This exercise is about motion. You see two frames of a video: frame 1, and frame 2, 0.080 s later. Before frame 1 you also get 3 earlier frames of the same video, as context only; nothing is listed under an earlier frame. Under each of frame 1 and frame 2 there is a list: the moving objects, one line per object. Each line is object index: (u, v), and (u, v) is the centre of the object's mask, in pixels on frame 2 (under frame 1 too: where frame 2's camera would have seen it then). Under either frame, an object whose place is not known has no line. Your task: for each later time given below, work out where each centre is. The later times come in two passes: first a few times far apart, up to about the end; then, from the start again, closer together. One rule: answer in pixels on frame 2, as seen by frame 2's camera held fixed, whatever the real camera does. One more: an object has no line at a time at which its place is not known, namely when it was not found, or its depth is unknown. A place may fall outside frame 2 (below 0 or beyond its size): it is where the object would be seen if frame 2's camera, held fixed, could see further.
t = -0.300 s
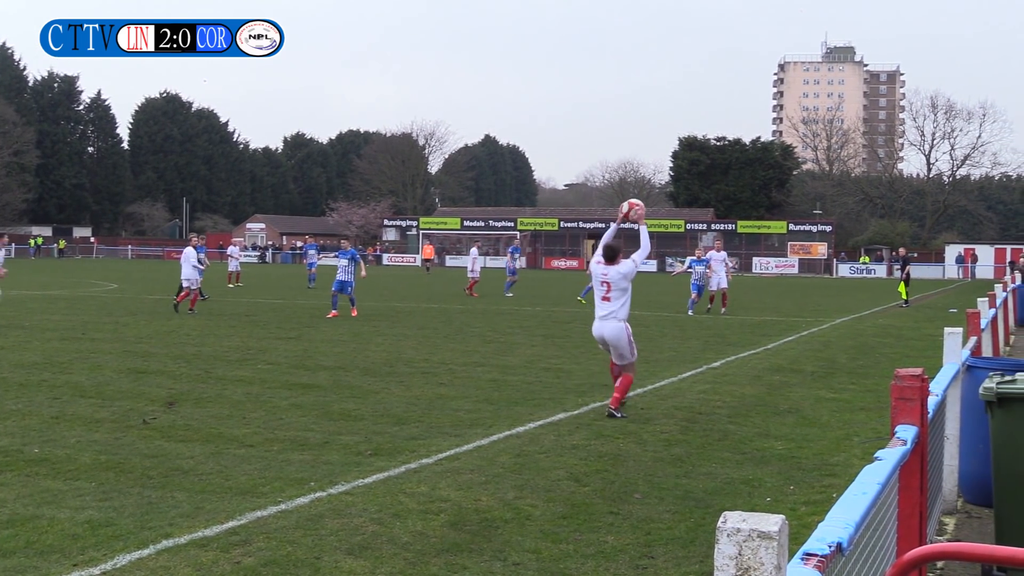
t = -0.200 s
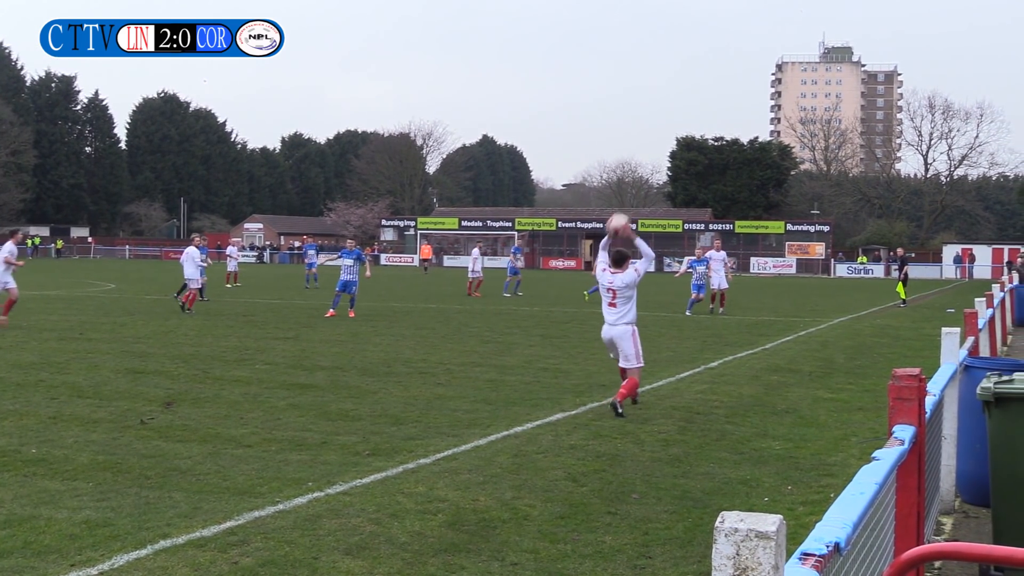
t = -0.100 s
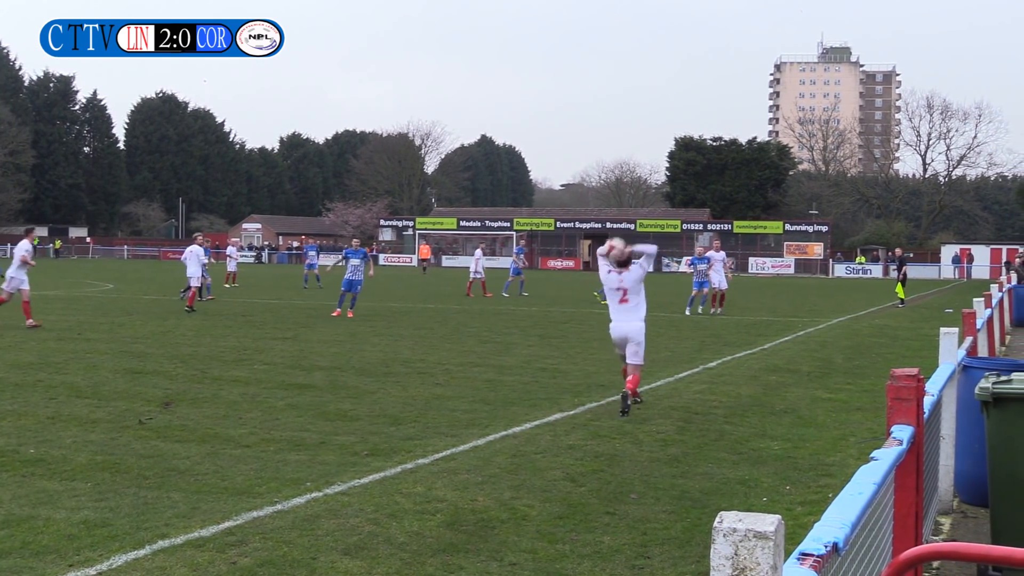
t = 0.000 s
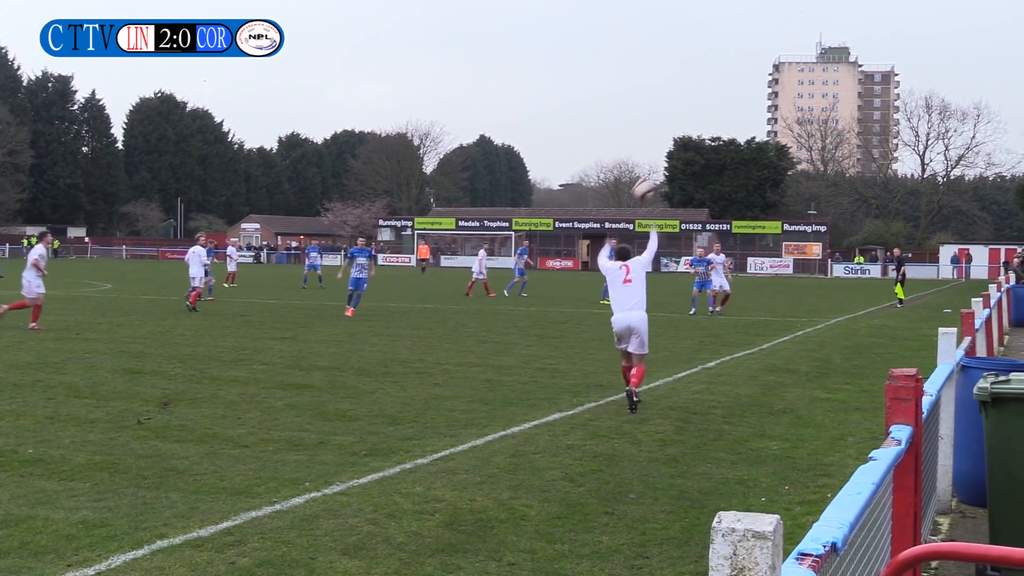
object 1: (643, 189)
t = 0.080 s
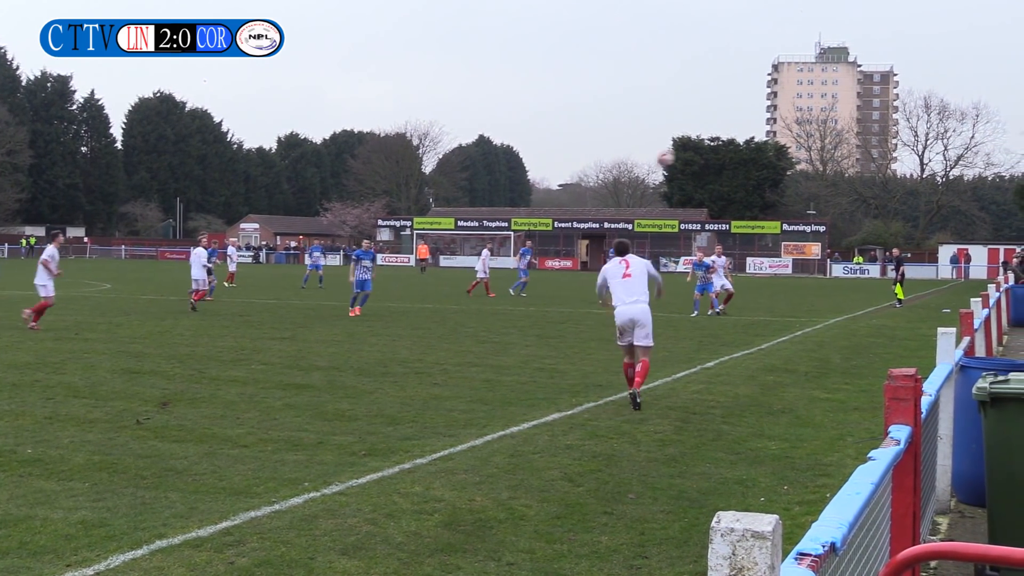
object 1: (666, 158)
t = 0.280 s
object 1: (699, 118)
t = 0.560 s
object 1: (716, 112)
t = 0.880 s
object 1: (716, 142)
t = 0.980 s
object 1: (714, 159)
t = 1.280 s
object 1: (702, 218)
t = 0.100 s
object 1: (670, 152)
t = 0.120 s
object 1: (675, 146)
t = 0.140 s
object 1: (678, 141)
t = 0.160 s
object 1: (681, 137)
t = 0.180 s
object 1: (684, 133)
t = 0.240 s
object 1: (694, 123)
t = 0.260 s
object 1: (696, 120)
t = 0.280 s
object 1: (699, 118)
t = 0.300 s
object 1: (701, 115)
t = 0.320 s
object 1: (703, 114)
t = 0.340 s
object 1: (705, 112)
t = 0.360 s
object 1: (707, 111)
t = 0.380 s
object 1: (708, 110)
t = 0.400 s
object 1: (709, 109)
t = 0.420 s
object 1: (711, 109)
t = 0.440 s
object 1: (712, 109)
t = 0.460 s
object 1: (713, 109)
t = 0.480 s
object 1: (714, 109)
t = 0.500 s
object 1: (714, 109)
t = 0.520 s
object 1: (715, 110)
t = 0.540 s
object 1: (716, 111)
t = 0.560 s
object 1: (716, 112)
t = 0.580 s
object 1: (717, 112)
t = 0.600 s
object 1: (717, 113)
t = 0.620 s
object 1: (717, 115)
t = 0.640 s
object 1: (718, 117)
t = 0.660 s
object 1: (718, 118)
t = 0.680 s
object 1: (718, 120)
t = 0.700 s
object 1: (718, 122)
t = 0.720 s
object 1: (718, 124)
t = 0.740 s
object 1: (718, 126)
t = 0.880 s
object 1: (716, 142)
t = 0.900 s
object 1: (715, 145)
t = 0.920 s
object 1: (715, 149)
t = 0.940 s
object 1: (715, 153)
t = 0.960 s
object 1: (714, 156)
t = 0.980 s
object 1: (714, 159)
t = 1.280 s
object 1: (702, 218)
